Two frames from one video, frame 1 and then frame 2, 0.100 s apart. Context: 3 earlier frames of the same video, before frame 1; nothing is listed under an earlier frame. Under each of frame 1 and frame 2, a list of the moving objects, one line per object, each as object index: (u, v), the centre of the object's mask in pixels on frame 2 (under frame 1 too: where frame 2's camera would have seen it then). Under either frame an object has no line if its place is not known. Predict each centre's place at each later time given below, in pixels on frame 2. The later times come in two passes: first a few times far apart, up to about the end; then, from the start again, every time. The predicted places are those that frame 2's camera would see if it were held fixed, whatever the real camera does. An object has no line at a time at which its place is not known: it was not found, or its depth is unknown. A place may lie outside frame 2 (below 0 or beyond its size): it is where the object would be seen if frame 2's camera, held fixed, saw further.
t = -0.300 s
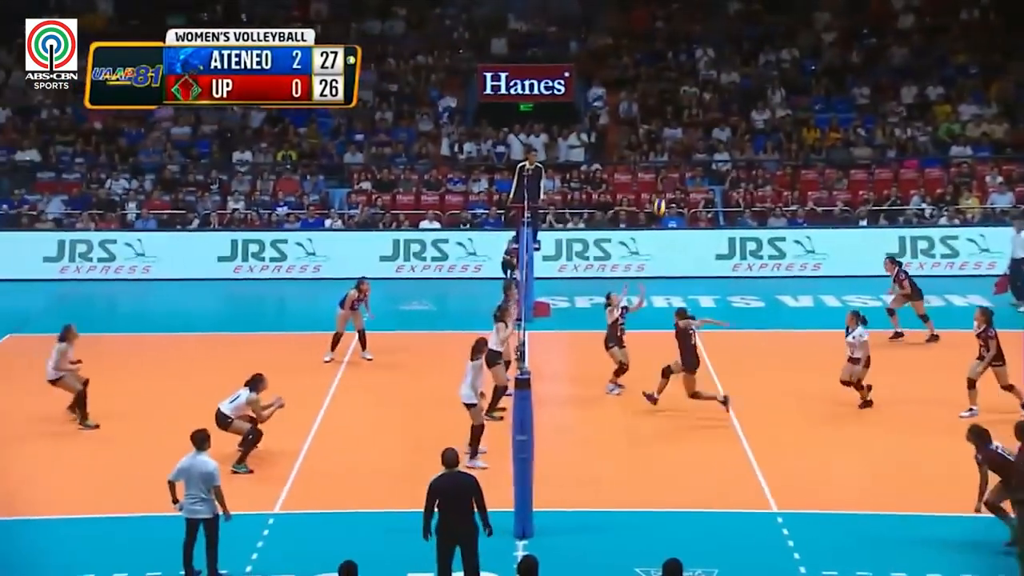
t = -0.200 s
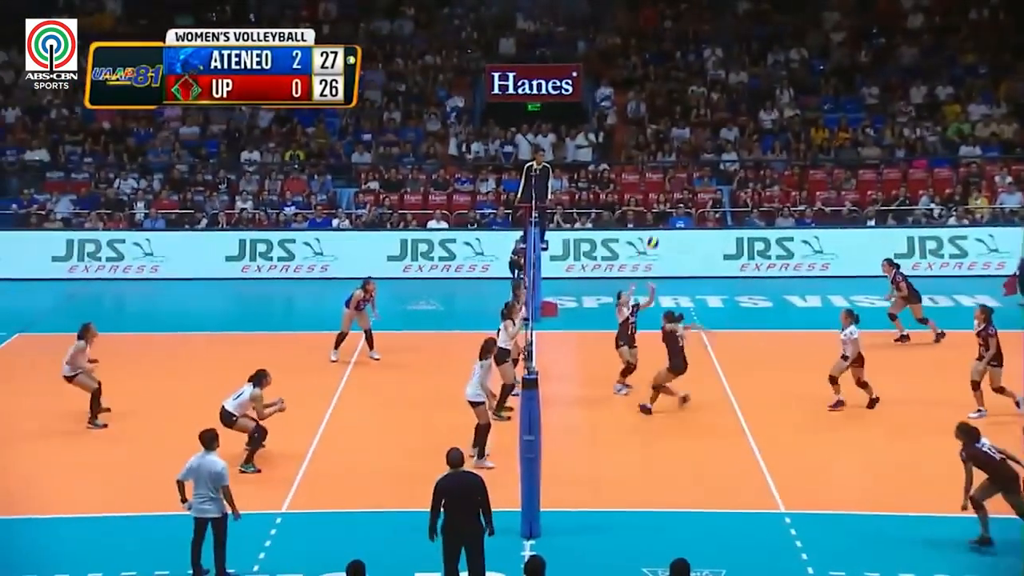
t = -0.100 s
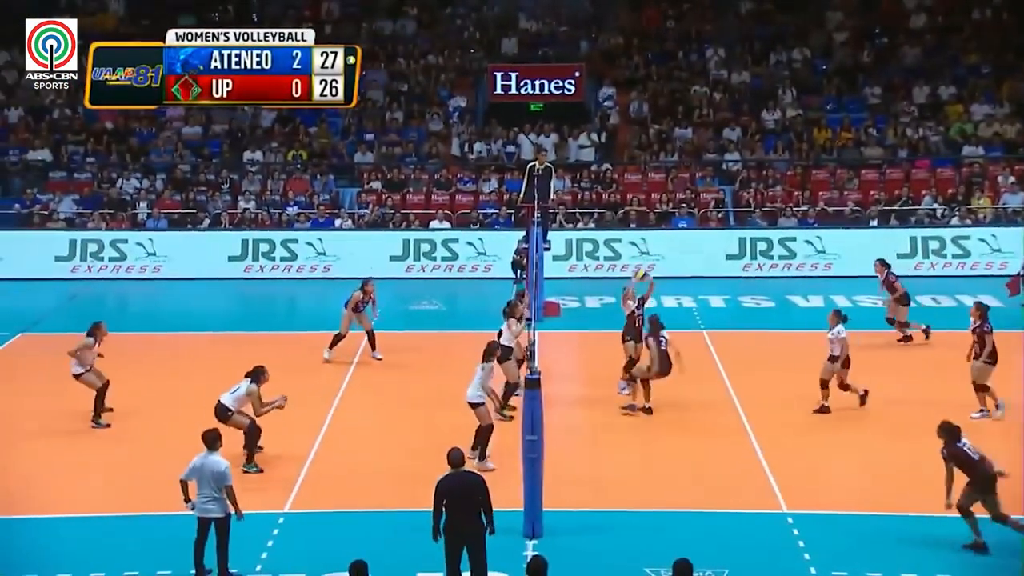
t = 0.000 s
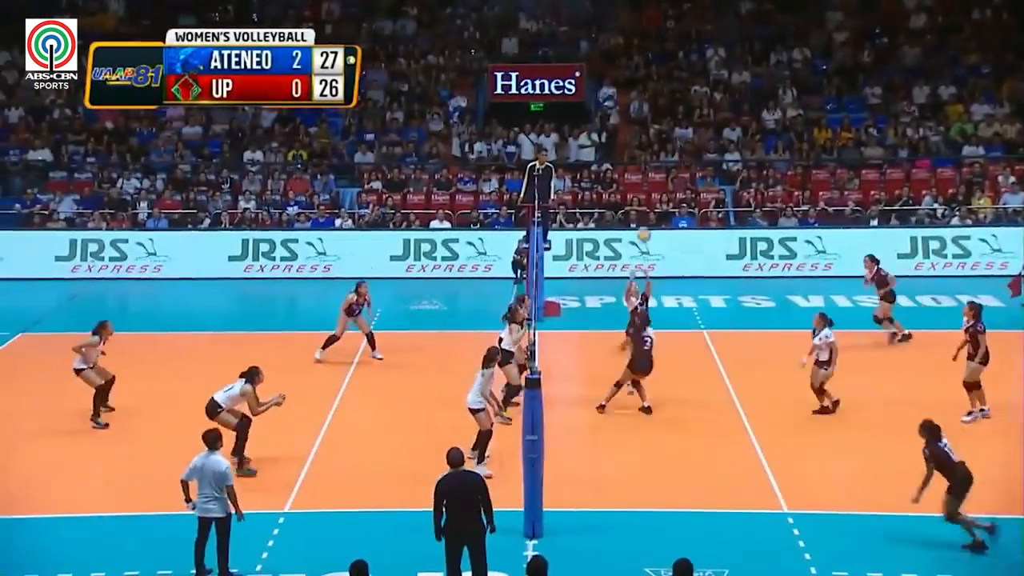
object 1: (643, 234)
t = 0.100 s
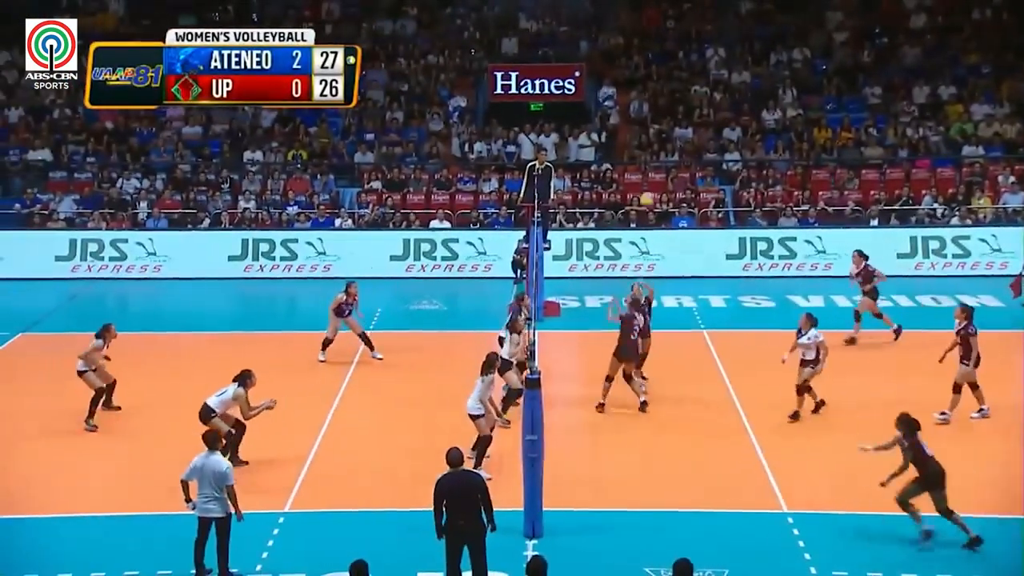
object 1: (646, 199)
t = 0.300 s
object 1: (657, 149)
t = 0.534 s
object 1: (666, 125)
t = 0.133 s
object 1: (648, 189)
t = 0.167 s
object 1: (649, 180)
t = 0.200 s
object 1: (651, 171)
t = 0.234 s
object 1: (653, 163)
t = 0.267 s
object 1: (655, 155)
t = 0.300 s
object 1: (657, 149)
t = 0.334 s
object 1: (658, 144)
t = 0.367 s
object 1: (660, 138)
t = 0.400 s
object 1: (661, 134)
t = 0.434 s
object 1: (663, 131)
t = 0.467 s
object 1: (664, 128)
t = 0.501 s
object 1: (665, 126)
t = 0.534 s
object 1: (666, 125)
